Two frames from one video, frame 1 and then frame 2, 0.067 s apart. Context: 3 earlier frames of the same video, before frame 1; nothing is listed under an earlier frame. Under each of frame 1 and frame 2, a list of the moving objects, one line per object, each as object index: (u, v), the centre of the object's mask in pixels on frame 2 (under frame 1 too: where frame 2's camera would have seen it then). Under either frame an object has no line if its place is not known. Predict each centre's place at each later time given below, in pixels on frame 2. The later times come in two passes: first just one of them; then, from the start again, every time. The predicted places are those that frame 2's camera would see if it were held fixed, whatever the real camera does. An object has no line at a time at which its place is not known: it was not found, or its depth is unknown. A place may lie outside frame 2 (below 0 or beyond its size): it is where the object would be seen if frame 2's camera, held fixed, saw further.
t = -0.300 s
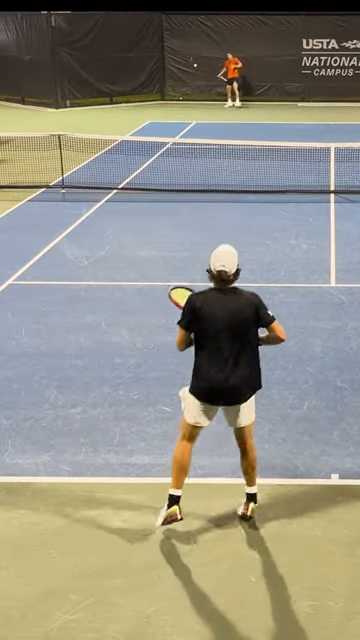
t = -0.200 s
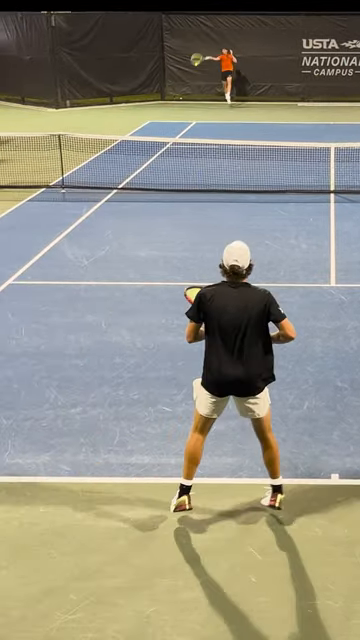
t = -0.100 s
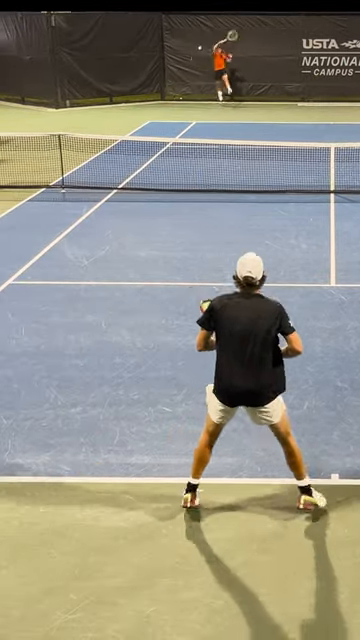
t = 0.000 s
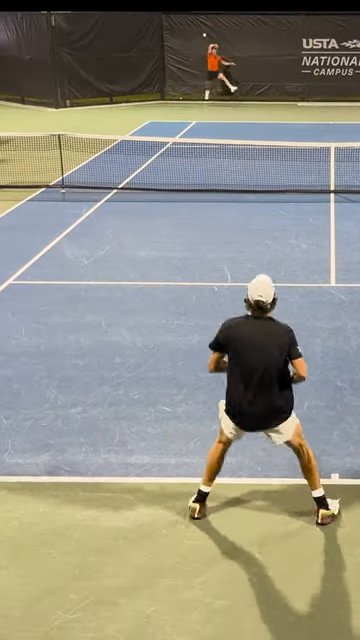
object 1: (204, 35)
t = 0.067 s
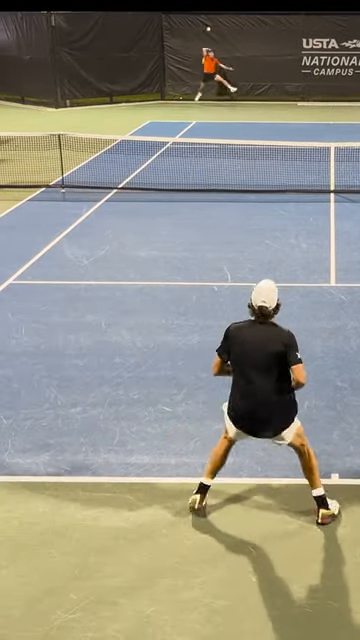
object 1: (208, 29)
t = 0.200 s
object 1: (218, 25)
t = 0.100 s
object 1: (210, 27)
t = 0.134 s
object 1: (212, 25)
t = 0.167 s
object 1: (215, 25)
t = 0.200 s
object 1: (218, 25)
